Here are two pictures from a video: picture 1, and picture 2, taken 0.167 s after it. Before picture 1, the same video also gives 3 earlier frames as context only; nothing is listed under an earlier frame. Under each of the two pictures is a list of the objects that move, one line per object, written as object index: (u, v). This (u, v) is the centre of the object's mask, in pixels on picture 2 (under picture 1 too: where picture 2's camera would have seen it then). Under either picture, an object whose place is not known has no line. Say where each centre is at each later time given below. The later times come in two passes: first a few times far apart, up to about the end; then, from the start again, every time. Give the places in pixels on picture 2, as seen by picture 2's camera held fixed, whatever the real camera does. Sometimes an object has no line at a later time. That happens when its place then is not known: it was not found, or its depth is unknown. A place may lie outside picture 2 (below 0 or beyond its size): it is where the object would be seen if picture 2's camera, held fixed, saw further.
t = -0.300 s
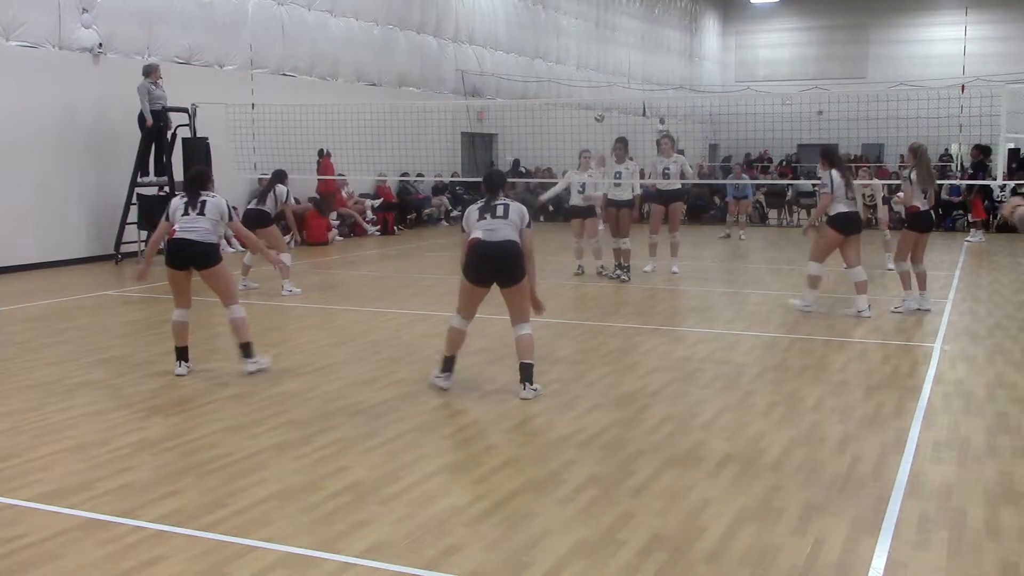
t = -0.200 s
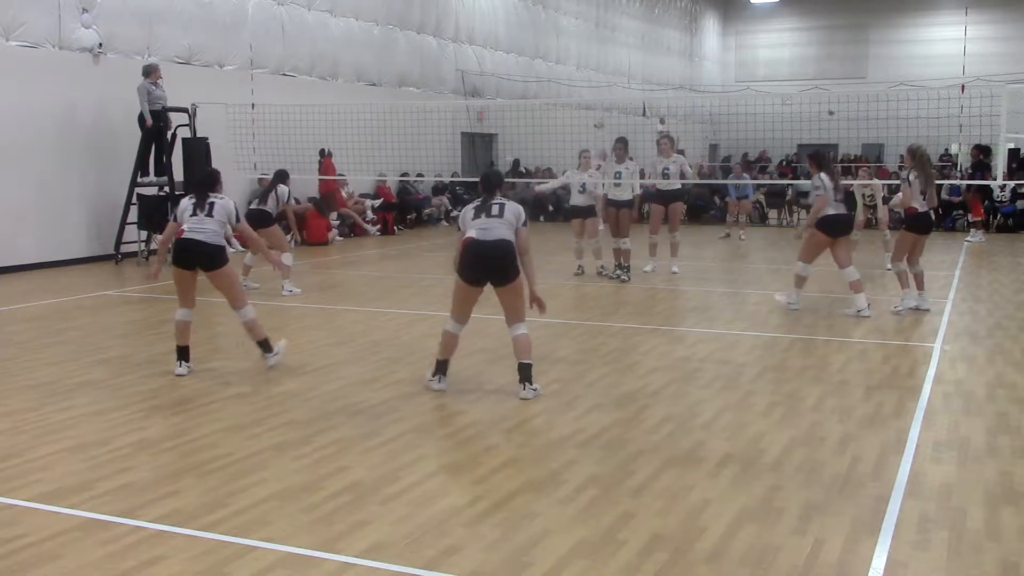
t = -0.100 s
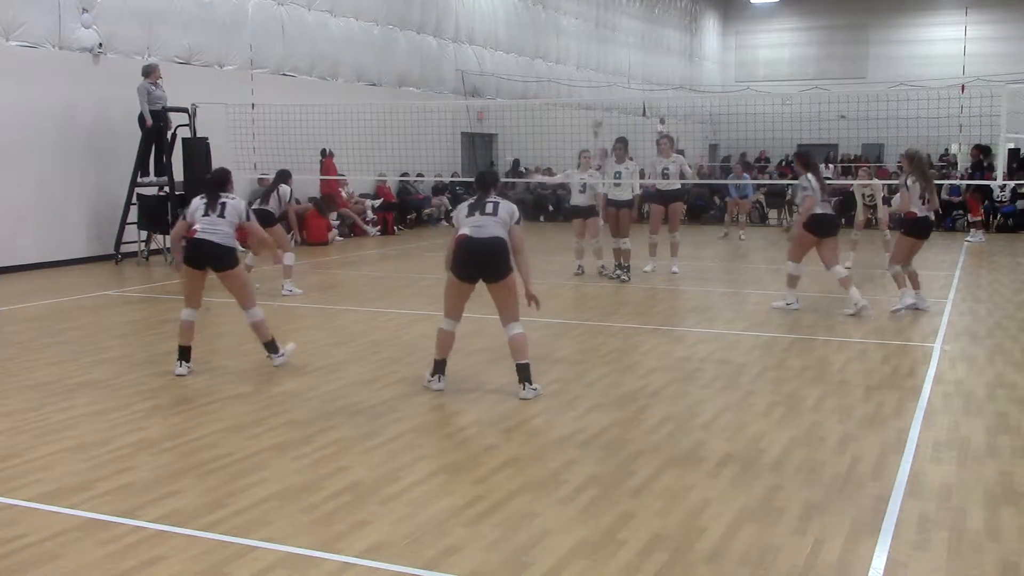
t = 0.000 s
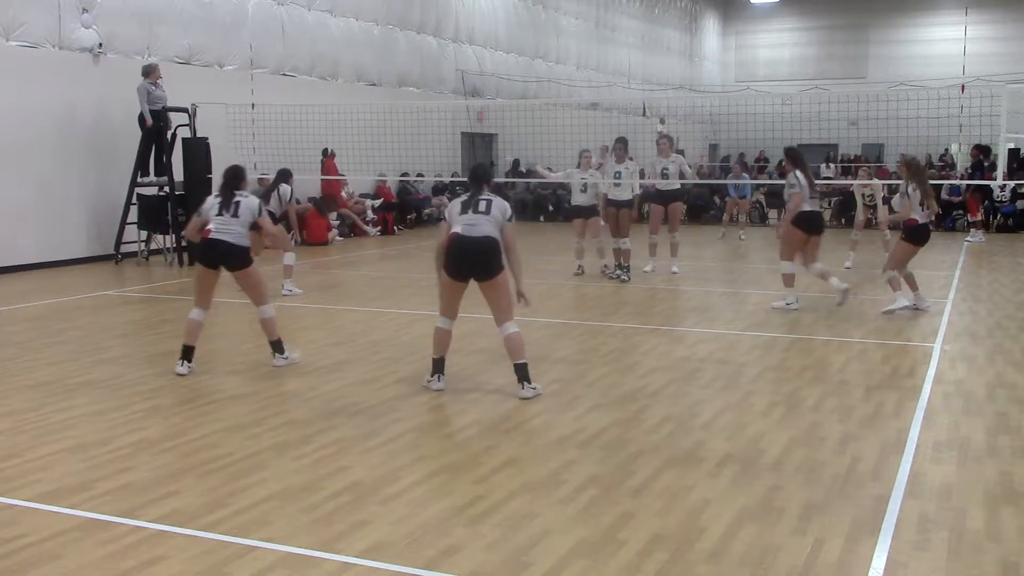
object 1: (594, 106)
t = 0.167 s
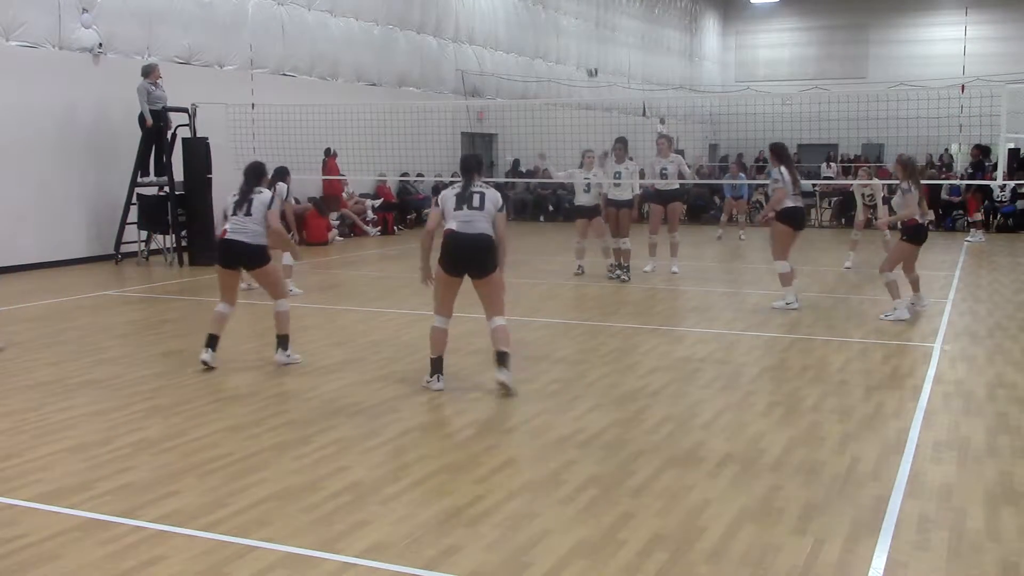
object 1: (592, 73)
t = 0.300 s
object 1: (588, 54)
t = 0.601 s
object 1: (572, 55)
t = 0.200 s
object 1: (591, 67)
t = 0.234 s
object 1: (591, 62)
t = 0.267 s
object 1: (590, 58)
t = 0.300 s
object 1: (588, 54)
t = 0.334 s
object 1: (587, 51)
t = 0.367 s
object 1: (586, 49)
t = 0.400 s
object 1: (585, 47)
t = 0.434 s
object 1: (583, 46)
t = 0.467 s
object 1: (582, 46)
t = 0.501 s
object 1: (579, 46)
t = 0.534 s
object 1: (577, 48)
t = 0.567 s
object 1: (575, 51)
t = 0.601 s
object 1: (572, 55)
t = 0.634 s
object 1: (568, 60)
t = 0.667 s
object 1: (564, 67)
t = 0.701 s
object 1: (560, 74)
